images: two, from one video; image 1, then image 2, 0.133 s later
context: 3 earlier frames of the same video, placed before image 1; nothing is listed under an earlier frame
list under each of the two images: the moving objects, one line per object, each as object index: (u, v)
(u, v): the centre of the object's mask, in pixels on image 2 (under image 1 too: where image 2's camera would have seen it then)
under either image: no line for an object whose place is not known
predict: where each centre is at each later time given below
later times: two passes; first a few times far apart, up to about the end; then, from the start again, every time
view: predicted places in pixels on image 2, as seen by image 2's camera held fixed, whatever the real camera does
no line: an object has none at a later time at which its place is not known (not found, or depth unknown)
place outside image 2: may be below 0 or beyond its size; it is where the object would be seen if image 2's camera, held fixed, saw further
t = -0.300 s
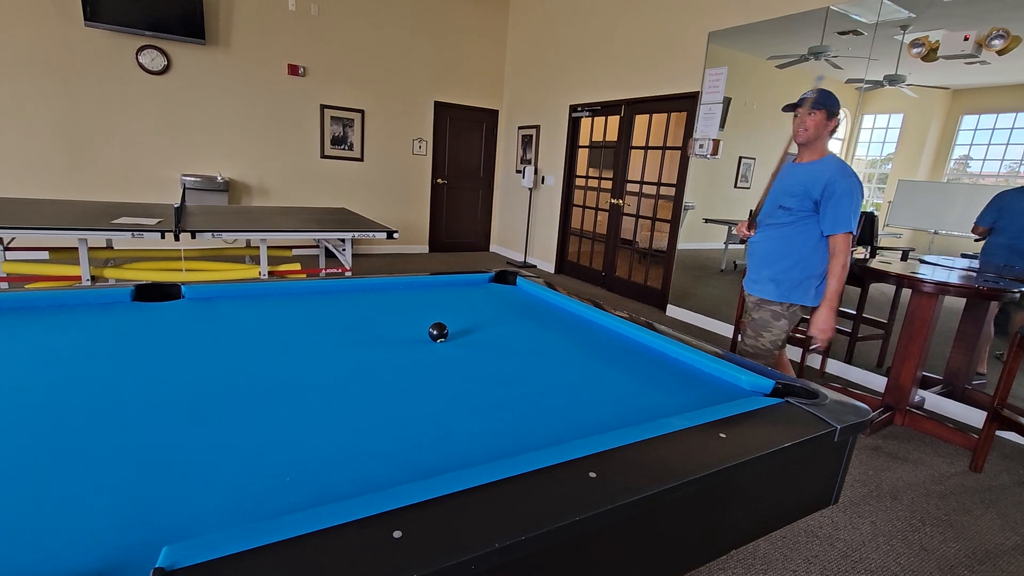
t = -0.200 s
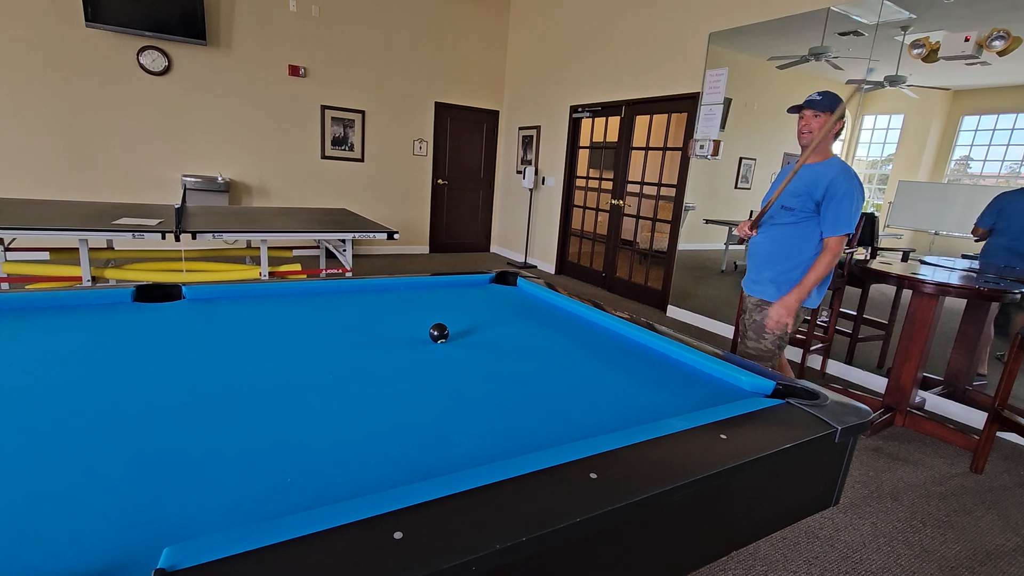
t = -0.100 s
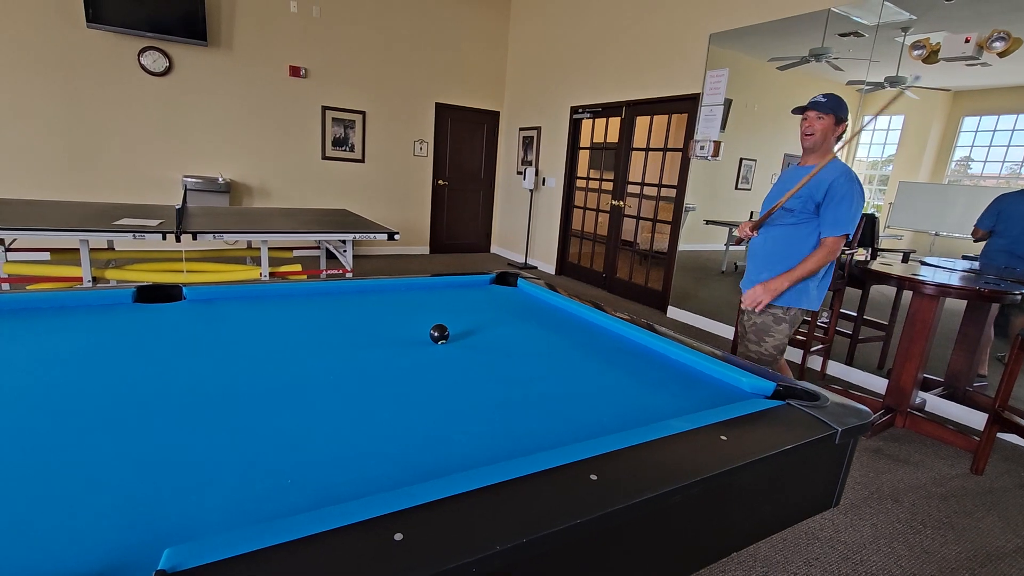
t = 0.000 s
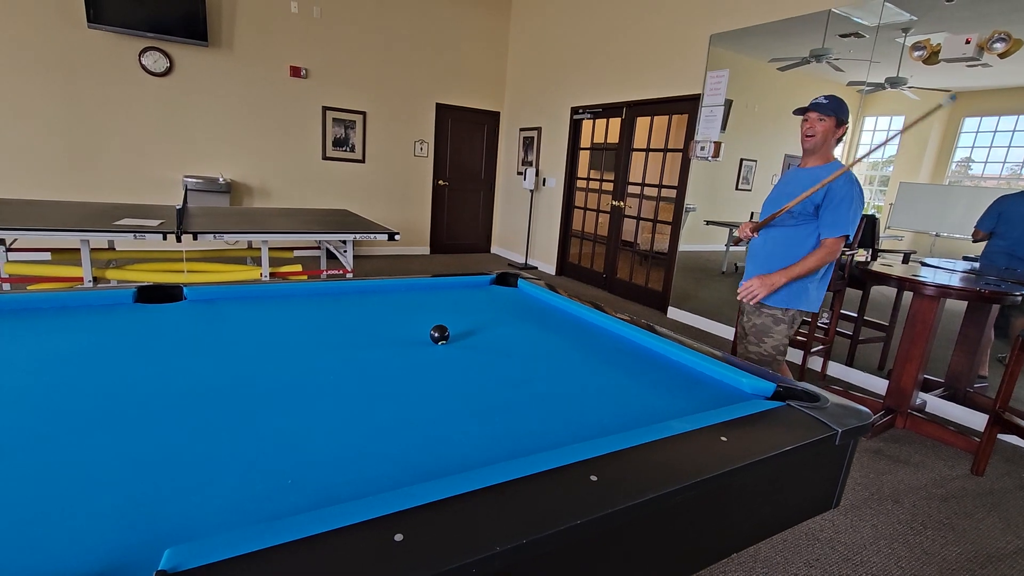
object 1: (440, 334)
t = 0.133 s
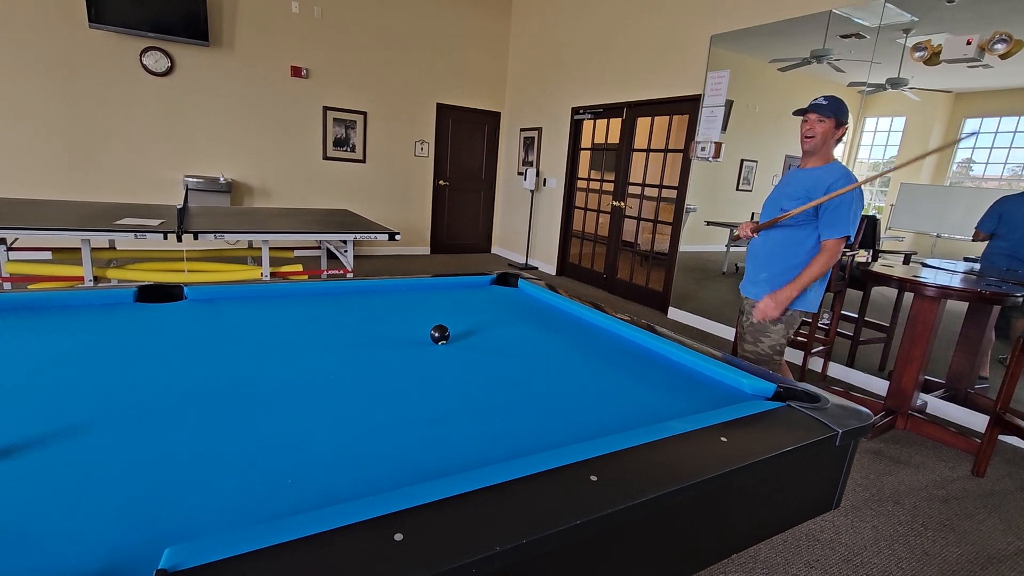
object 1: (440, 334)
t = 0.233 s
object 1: (440, 334)
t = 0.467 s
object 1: (440, 334)
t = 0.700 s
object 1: (440, 334)
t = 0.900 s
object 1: (440, 334)
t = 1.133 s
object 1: (456, 337)
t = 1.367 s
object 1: (480, 340)
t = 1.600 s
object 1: (503, 343)
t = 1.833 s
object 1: (527, 347)
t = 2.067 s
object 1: (556, 354)
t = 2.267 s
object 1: (582, 359)
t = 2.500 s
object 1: (611, 366)
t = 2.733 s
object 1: (640, 372)
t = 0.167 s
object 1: (440, 334)
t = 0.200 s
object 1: (440, 334)
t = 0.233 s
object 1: (440, 334)
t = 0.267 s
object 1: (440, 334)
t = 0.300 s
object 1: (440, 334)
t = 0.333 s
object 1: (440, 334)
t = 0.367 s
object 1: (440, 334)
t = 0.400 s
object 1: (440, 334)
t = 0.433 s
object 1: (440, 334)
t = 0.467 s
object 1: (440, 334)
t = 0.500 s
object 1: (440, 334)
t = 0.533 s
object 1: (440, 334)
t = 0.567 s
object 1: (440, 334)
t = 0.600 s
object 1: (440, 334)
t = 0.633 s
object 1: (440, 334)
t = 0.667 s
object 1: (440, 334)
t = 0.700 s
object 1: (440, 334)
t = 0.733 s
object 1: (440, 334)
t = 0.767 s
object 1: (440, 334)
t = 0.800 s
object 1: (440, 334)
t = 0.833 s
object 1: (440, 334)
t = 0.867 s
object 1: (440, 334)
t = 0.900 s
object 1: (440, 334)
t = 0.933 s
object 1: (440, 334)
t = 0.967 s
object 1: (440, 334)
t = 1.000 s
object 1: (440, 334)
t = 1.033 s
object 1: (445, 335)
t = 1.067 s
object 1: (449, 336)
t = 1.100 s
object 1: (452, 336)
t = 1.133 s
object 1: (456, 337)
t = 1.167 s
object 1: (459, 337)
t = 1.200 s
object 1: (463, 338)
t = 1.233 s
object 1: (466, 338)
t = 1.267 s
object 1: (469, 338)
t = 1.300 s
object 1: (473, 339)
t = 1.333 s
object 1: (476, 339)
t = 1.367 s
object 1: (480, 340)
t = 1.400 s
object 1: (483, 341)
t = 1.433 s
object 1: (487, 341)
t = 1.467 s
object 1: (490, 341)
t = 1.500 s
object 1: (493, 342)
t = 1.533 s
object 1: (496, 342)
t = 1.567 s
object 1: (499, 343)
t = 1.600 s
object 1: (503, 343)
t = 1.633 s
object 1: (506, 344)
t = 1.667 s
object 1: (509, 344)
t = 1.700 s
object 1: (512, 345)
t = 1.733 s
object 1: (515, 345)
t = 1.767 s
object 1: (519, 345)
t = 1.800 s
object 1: (523, 346)
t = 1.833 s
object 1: (527, 347)
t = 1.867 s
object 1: (531, 348)
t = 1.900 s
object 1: (535, 349)
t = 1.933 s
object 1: (539, 350)
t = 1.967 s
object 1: (544, 351)
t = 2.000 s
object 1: (548, 352)
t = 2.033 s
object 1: (552, 353)
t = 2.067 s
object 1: (556, 354)
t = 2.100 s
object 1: (561, 355)
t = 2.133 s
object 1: (565, 356)
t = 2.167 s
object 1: (569, 356)
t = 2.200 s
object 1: (574, 357)
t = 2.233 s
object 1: (578, 358)
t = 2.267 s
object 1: (582, 359)
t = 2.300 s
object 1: (586, 360)
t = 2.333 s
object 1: (590, 361)
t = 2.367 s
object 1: (594, 362)
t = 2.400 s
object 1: (599, 363)
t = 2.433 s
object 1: (603, 363)
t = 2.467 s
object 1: (607, 365)
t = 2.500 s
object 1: (611, 366)
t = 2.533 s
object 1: (615, 366)
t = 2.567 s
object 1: (620, 367)
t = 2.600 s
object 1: (624, 368)
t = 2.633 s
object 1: (628, 369)
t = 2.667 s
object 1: (632, 370)
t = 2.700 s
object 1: (636, 371)
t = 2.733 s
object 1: (640, 372)
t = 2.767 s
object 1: (644, 373)
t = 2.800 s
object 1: (648, 373)
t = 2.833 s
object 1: (652, 374)
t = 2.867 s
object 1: (656, 376)
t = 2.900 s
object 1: (660, 376)
